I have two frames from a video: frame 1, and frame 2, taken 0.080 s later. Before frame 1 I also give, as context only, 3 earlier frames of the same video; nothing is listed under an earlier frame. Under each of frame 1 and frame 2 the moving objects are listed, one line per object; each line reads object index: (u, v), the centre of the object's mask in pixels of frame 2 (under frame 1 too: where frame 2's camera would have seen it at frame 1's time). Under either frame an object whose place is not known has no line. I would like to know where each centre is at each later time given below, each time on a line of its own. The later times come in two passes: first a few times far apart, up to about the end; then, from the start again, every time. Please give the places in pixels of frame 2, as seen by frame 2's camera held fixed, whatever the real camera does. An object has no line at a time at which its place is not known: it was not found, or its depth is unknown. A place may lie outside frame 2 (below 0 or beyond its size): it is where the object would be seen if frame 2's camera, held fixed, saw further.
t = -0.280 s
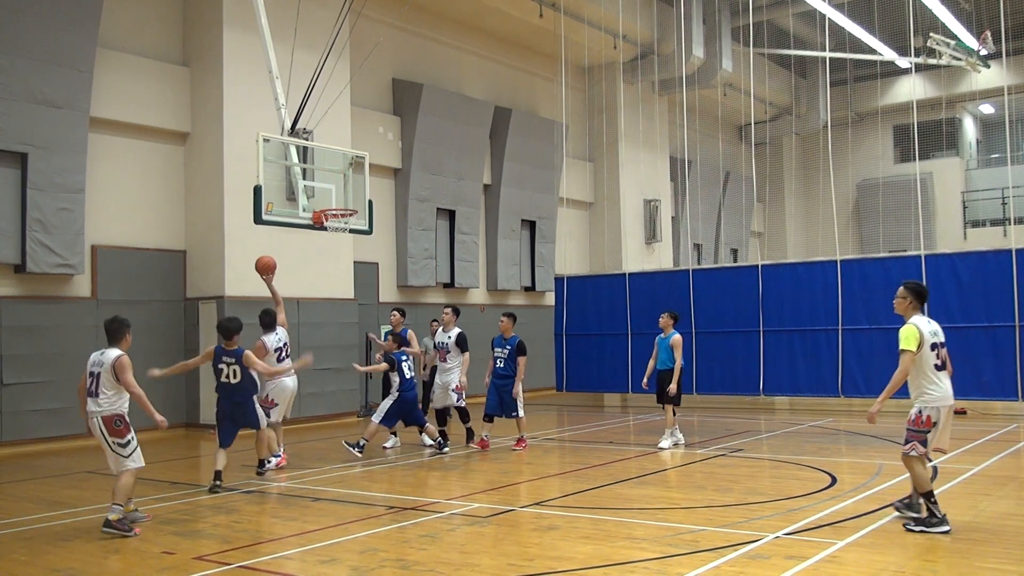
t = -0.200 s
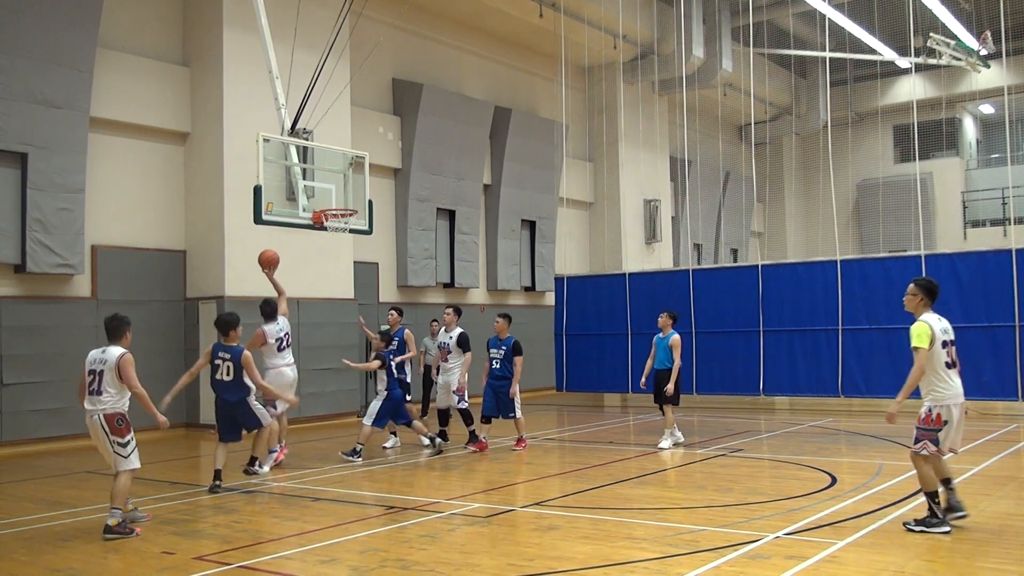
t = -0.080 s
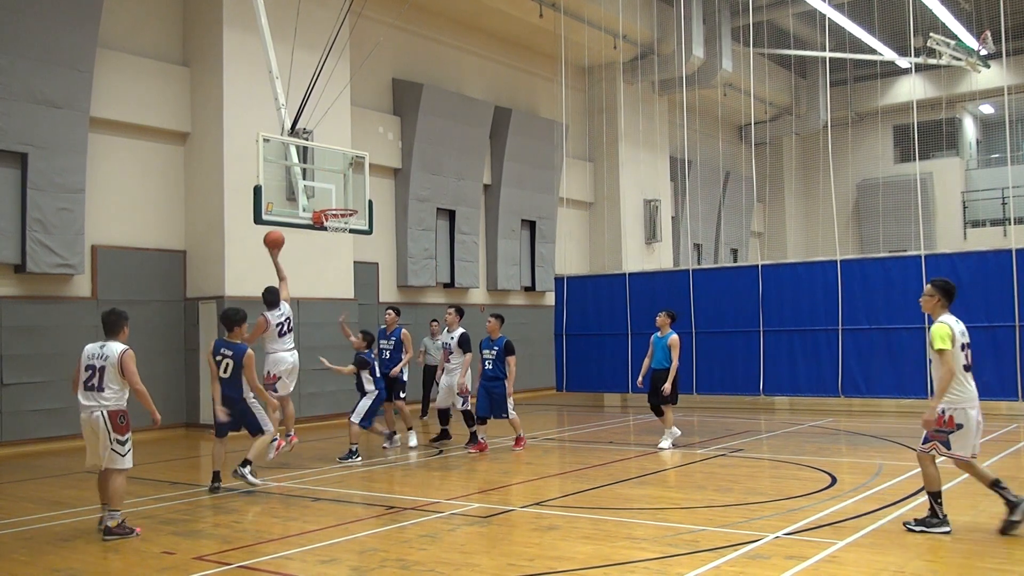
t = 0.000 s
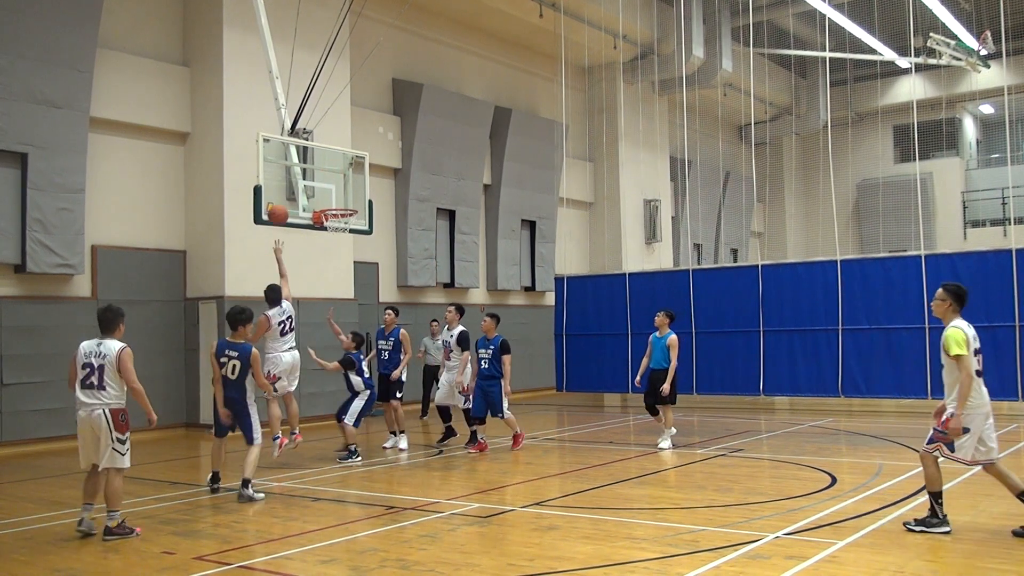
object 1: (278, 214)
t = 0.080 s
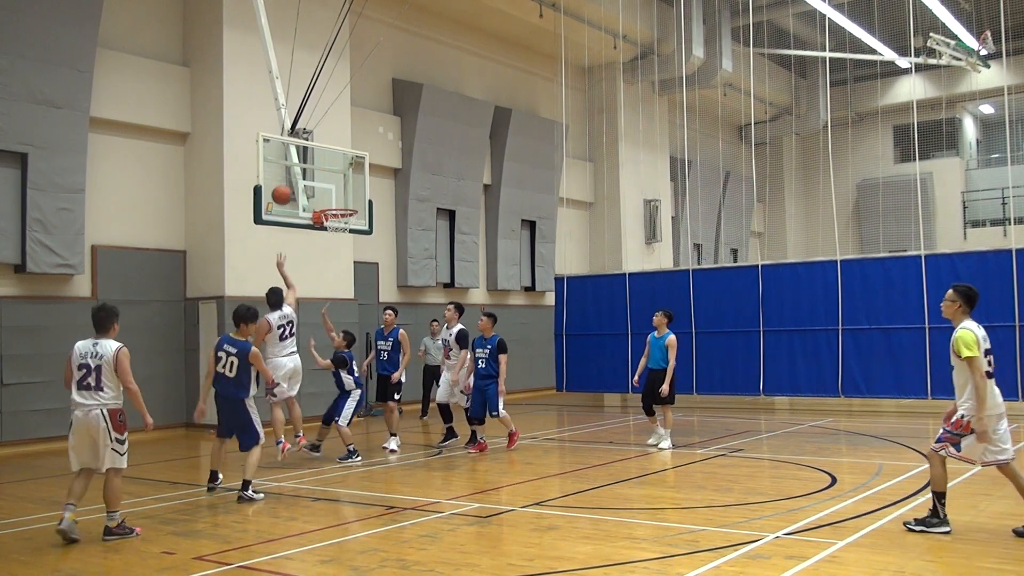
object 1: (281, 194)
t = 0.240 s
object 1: (289, 171)
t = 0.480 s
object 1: (320, 184)
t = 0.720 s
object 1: (341, 185)
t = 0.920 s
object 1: (352, 193)
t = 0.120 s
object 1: (283, 187)
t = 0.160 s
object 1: (285, 180)
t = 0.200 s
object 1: (287, 175)
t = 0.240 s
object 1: (289, 171)
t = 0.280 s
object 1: (292, 170)
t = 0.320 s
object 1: (298, 170)
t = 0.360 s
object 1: (303, 172)
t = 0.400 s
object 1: (309, 175)
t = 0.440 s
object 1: (314, 179)
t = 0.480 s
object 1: (320, 184)
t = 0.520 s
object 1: (326, 191)
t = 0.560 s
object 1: (332, 199)
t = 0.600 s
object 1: (334, 195)
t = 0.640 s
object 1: (336, 190)
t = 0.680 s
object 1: (338, 187)
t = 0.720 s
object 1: (341, 185)
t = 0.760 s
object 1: (343, 184)
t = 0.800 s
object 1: (345, 184)
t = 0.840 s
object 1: (347, 186)
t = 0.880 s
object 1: (350, 188)
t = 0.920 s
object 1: (352, 193)
